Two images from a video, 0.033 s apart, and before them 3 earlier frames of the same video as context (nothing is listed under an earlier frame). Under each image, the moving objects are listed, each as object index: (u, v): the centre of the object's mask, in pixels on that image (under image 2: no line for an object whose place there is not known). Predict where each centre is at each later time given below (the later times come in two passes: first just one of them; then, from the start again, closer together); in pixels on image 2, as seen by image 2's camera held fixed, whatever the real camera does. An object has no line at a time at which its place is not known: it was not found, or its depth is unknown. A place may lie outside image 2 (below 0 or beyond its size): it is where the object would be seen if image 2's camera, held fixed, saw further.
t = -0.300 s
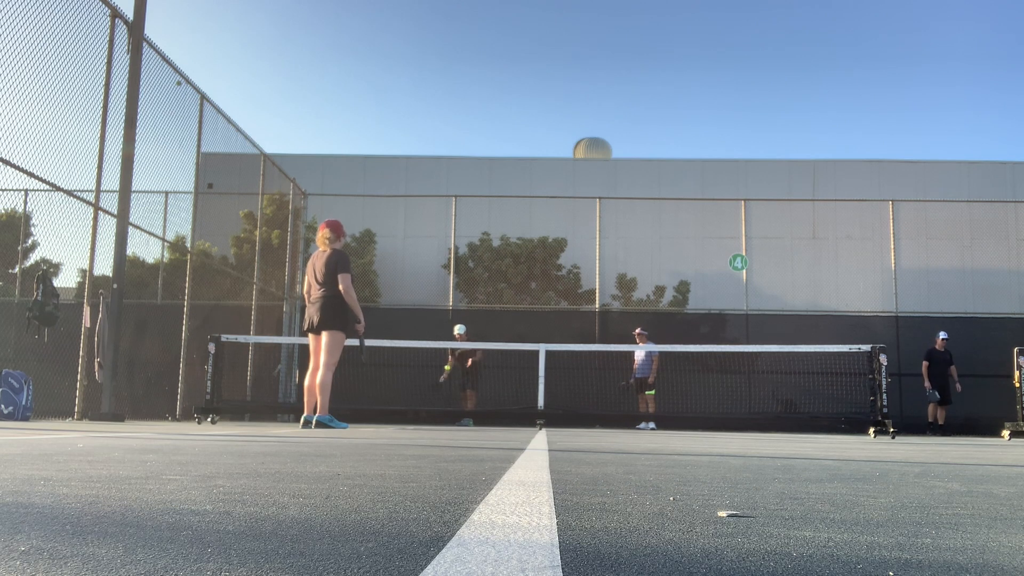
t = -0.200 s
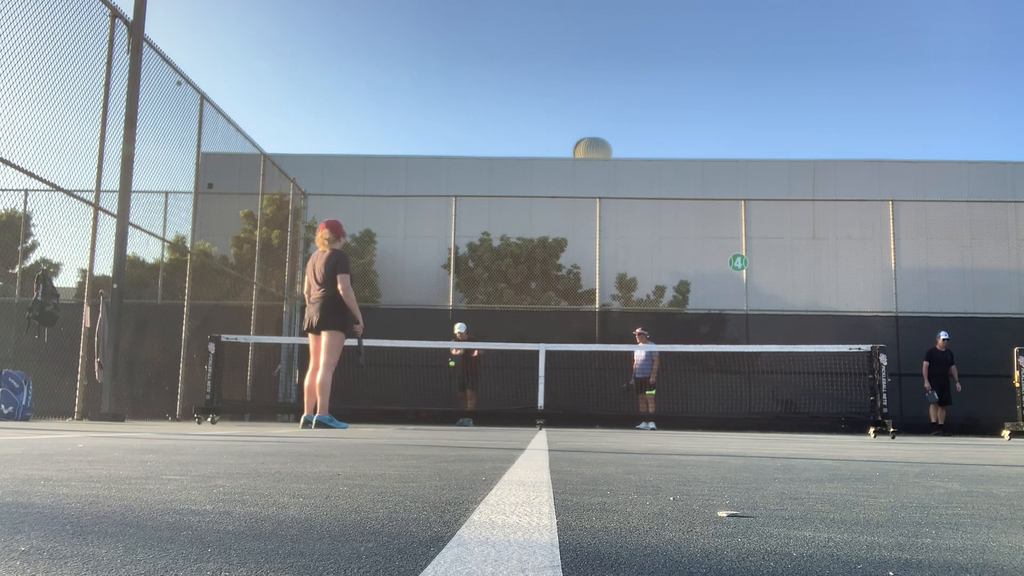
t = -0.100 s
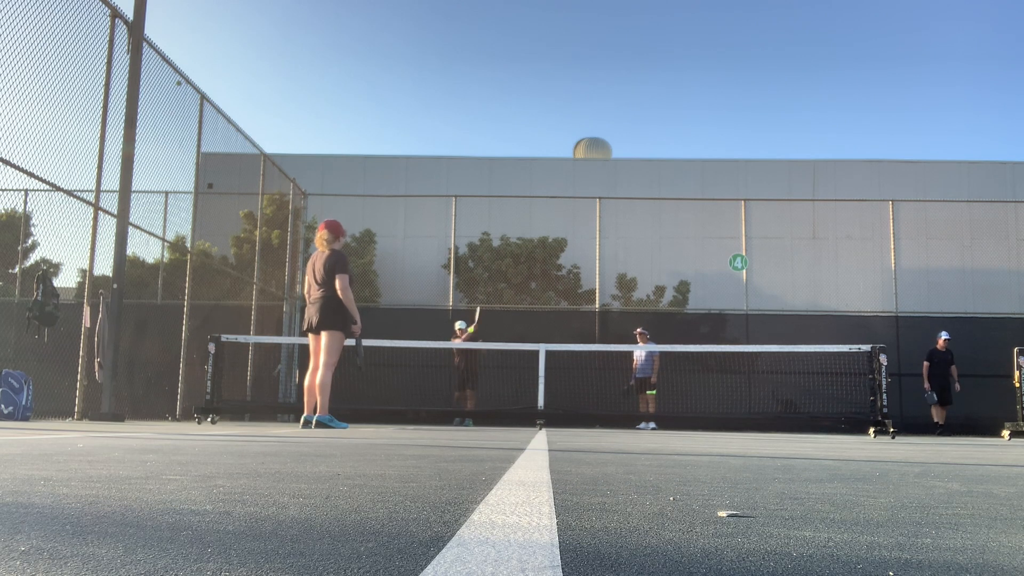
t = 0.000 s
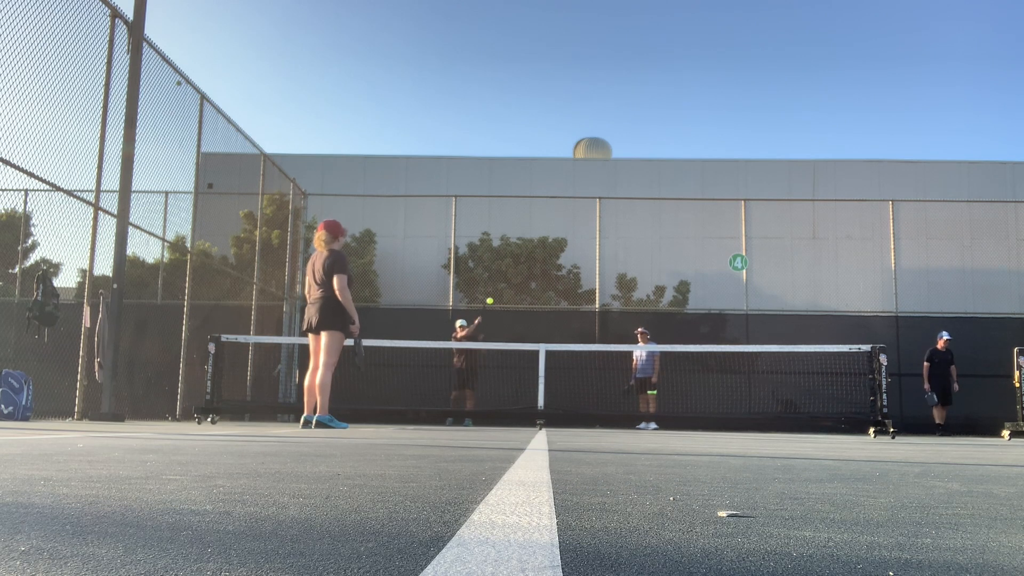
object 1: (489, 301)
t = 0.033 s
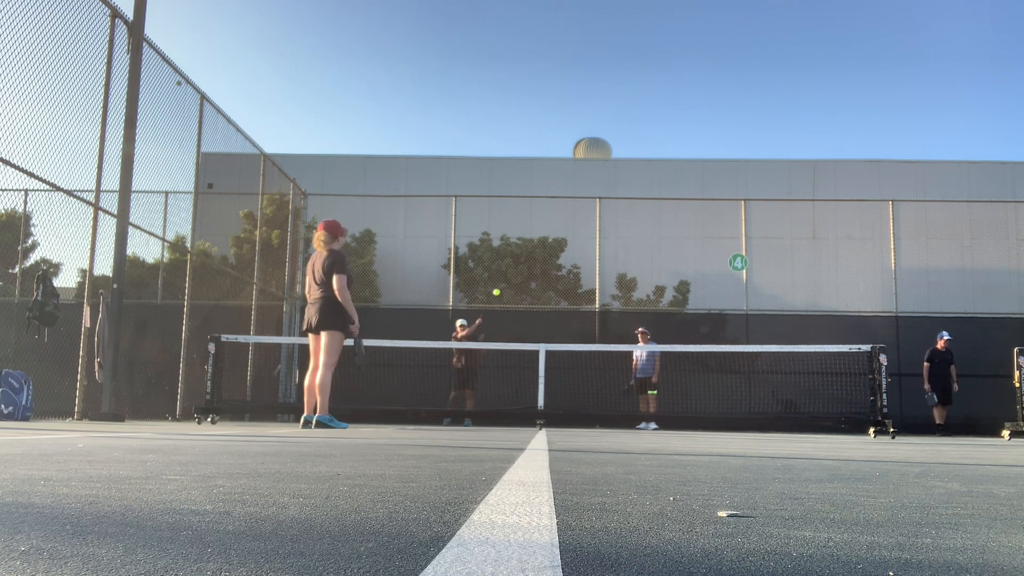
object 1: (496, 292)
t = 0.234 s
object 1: (540, 254)
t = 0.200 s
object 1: (533, 259)
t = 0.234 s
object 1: (540, 254)
